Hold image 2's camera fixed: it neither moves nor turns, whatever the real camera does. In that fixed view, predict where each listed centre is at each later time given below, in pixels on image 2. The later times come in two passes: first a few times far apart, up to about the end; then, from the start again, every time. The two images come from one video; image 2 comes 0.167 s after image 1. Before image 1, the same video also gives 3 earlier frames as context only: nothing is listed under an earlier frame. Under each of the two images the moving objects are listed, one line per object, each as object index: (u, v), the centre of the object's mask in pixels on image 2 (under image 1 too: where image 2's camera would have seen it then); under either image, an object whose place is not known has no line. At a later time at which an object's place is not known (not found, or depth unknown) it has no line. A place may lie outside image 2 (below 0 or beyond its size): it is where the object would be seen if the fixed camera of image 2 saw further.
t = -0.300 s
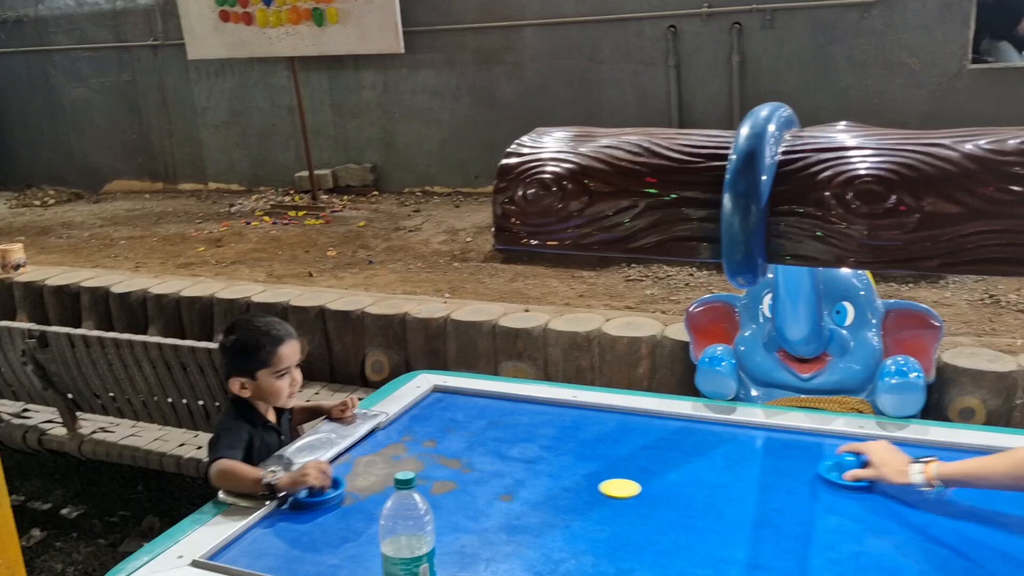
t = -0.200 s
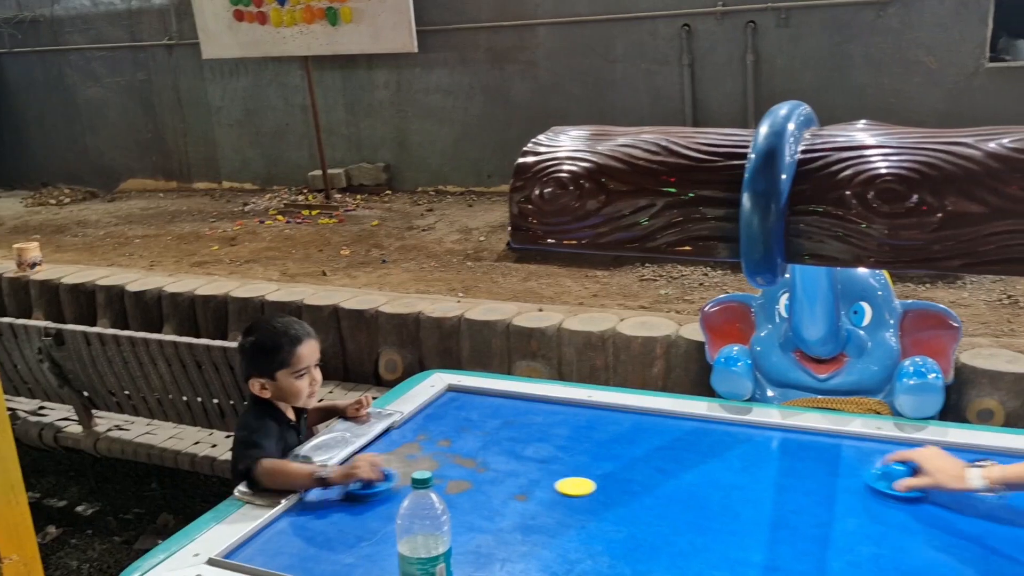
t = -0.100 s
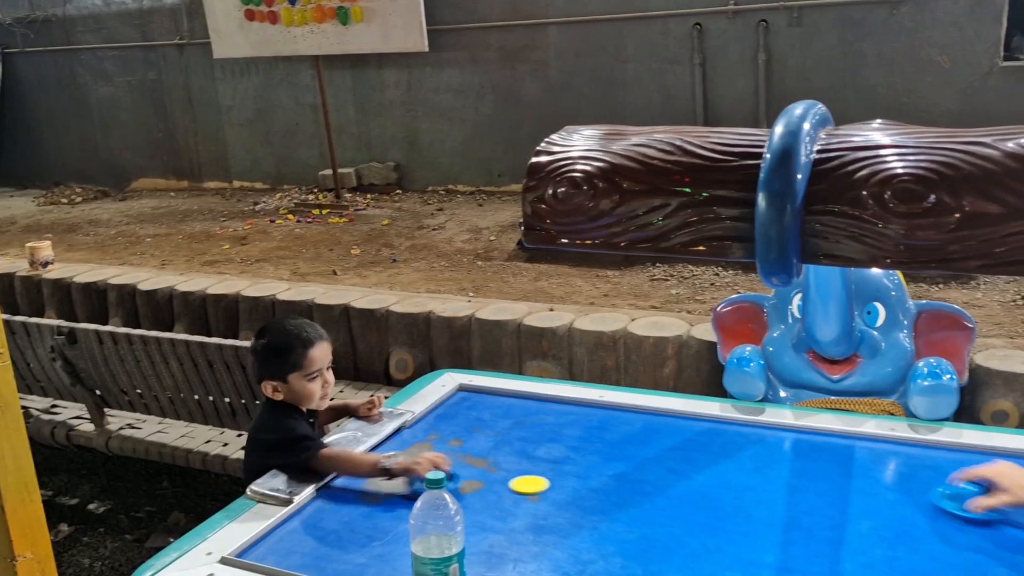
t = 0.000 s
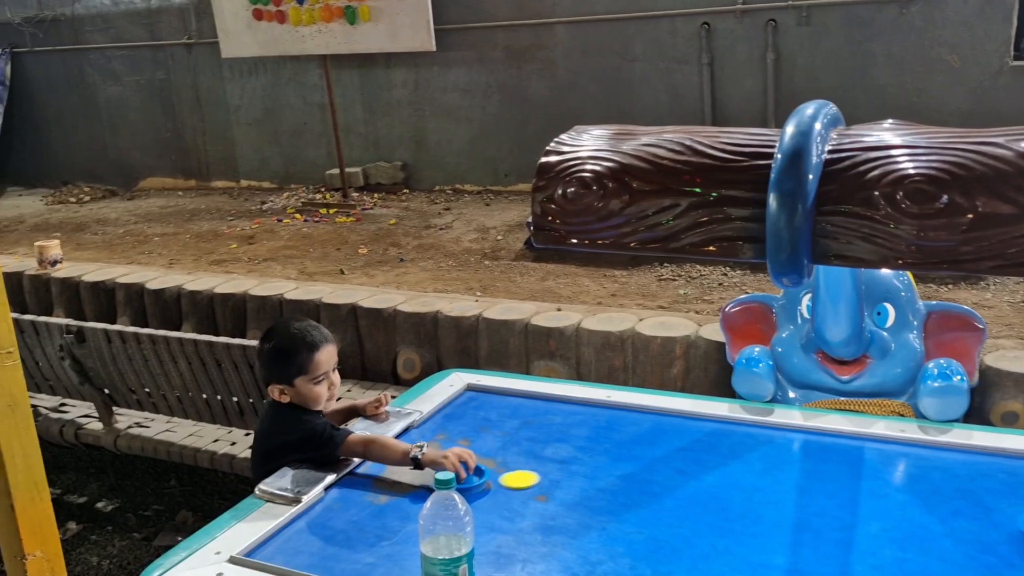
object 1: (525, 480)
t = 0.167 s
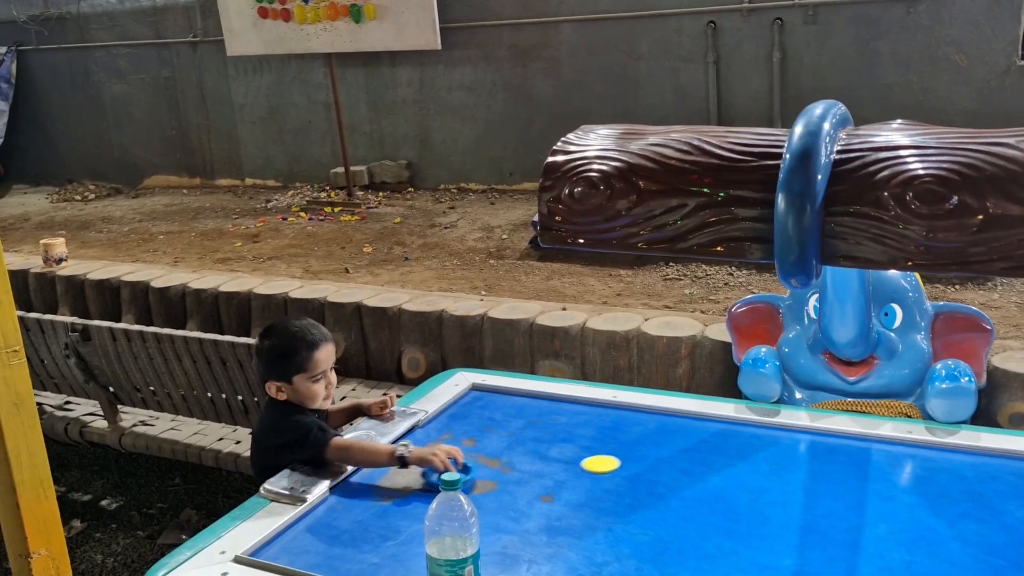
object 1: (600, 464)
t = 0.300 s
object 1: (657, 452)
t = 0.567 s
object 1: (760, 431)
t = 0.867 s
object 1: (815, 472)
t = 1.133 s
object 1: (869, 520)
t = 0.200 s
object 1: (615, 461)
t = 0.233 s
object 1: (629, 458)
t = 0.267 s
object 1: (643, 455)
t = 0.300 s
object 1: (657, 452)
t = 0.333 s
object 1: (671, 450)
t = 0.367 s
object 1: (684, 447)
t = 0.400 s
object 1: (697, 444)
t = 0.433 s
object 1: (710, 441)
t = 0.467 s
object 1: (723, 438)
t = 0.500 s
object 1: (735, 436)
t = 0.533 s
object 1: (748, 433)
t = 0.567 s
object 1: (760, 431)
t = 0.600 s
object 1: (767, 433)
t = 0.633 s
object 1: (773, 438)
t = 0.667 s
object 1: (779, 442)
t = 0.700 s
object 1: (785, 447)
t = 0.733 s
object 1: (791, 452)
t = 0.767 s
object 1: (797, 457)
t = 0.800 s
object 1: (803, 462)
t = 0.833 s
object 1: (809, 467)
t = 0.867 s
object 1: (815, 472)
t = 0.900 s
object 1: (822, 478)
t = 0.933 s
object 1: (829, 484)
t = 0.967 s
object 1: (835, 489)
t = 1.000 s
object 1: (841, 495)
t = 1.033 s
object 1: (848, 501)
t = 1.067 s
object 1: (855, 507)
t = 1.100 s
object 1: (862, 514)
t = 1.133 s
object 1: (869, 520)
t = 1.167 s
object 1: (876, 527)
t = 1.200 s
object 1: (883, 534)
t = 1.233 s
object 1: (891, 541)
